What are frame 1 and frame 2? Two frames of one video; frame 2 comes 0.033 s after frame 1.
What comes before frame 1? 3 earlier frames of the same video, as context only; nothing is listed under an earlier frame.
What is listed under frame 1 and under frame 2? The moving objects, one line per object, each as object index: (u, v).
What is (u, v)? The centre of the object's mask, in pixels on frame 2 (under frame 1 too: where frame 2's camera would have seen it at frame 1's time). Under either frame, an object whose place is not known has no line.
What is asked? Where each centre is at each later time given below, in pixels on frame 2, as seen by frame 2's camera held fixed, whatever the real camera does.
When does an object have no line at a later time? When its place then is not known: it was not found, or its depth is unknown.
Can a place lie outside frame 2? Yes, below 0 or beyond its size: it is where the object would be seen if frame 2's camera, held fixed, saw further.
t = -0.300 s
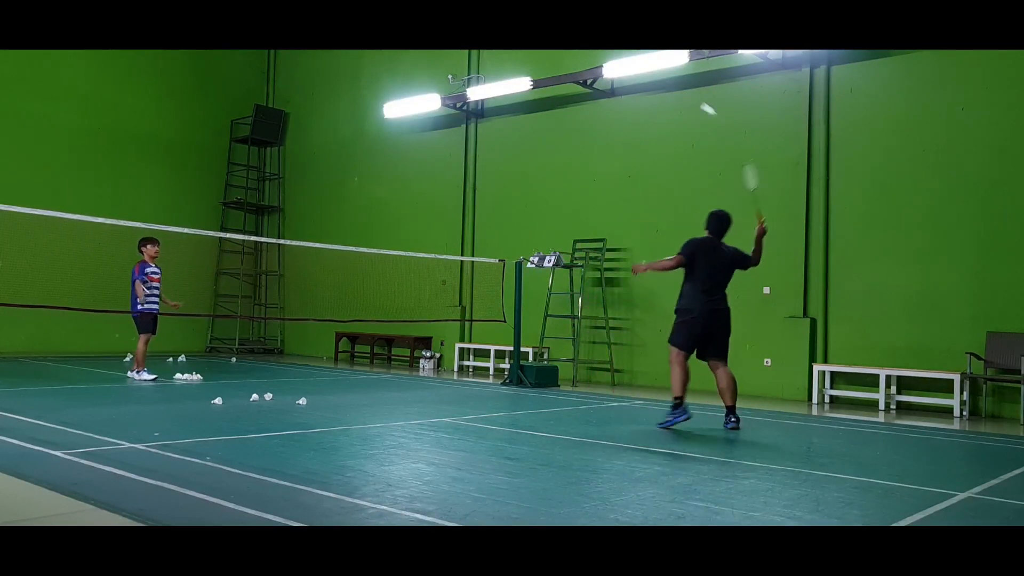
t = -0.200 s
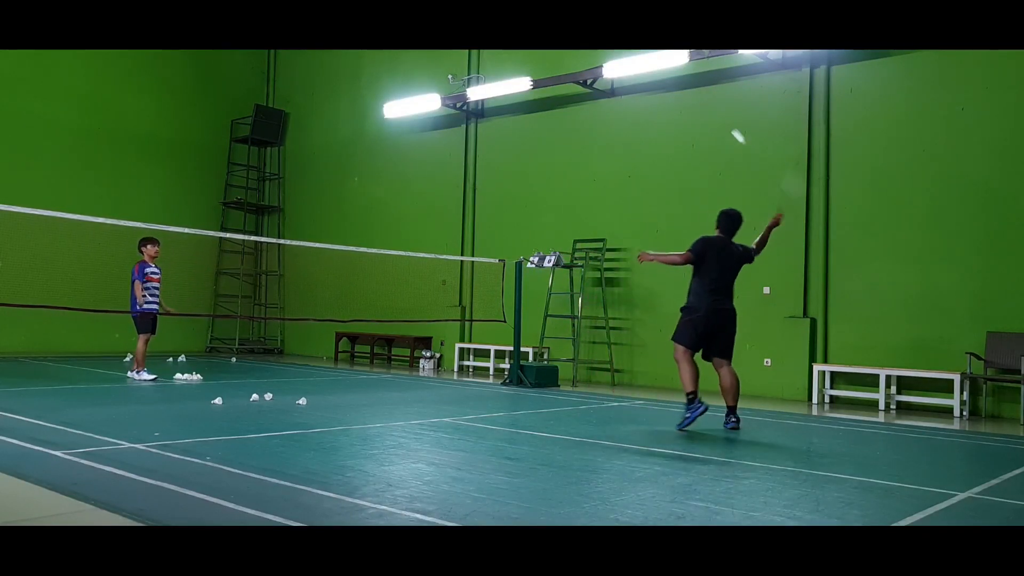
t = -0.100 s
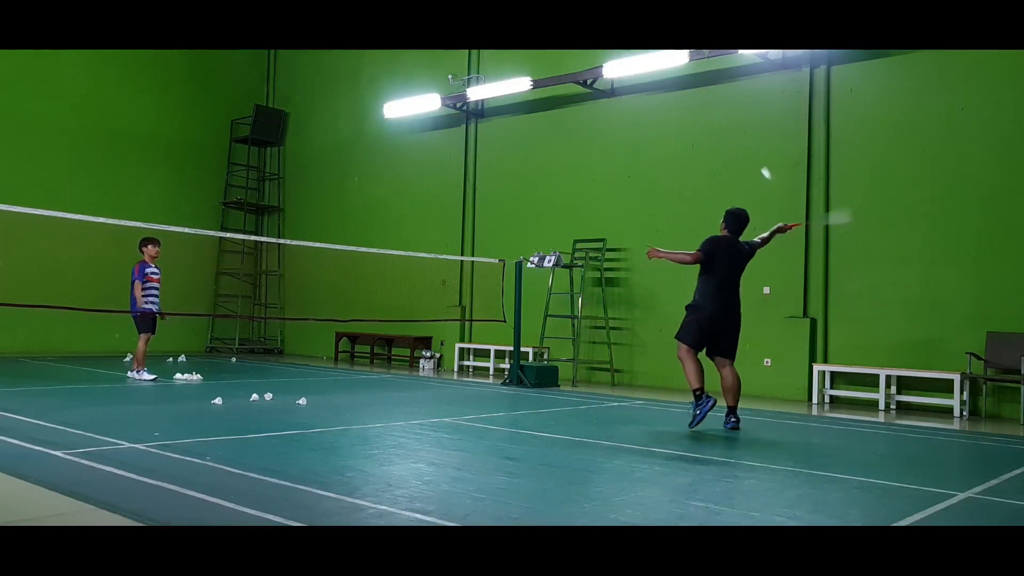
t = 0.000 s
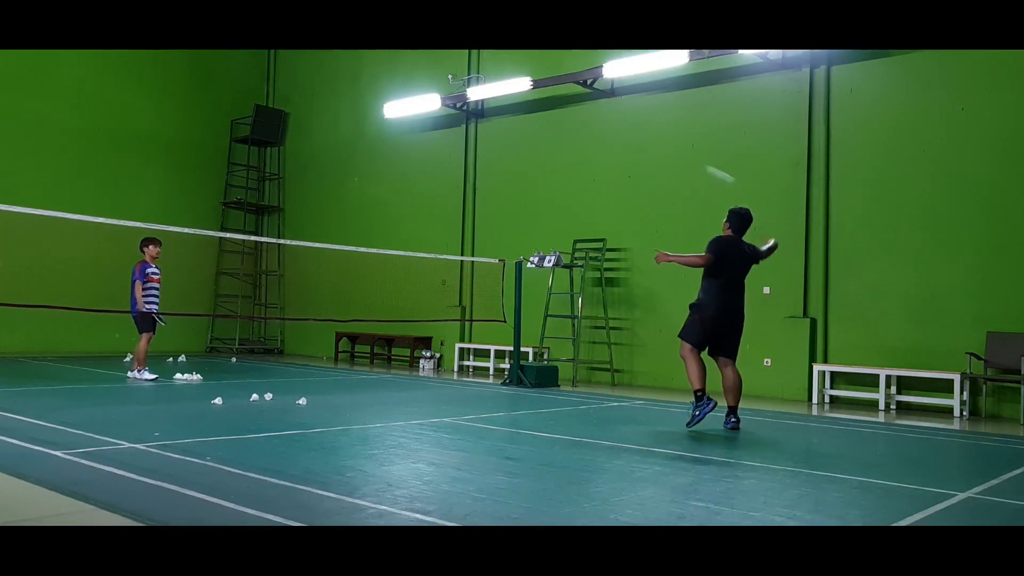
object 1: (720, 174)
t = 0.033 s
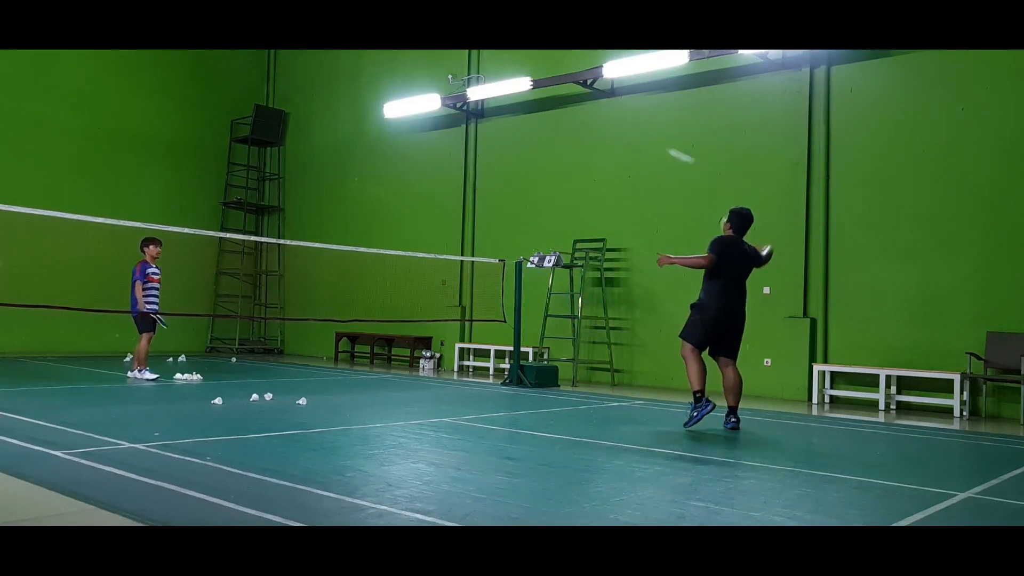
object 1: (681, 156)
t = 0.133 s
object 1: (585, 121)
